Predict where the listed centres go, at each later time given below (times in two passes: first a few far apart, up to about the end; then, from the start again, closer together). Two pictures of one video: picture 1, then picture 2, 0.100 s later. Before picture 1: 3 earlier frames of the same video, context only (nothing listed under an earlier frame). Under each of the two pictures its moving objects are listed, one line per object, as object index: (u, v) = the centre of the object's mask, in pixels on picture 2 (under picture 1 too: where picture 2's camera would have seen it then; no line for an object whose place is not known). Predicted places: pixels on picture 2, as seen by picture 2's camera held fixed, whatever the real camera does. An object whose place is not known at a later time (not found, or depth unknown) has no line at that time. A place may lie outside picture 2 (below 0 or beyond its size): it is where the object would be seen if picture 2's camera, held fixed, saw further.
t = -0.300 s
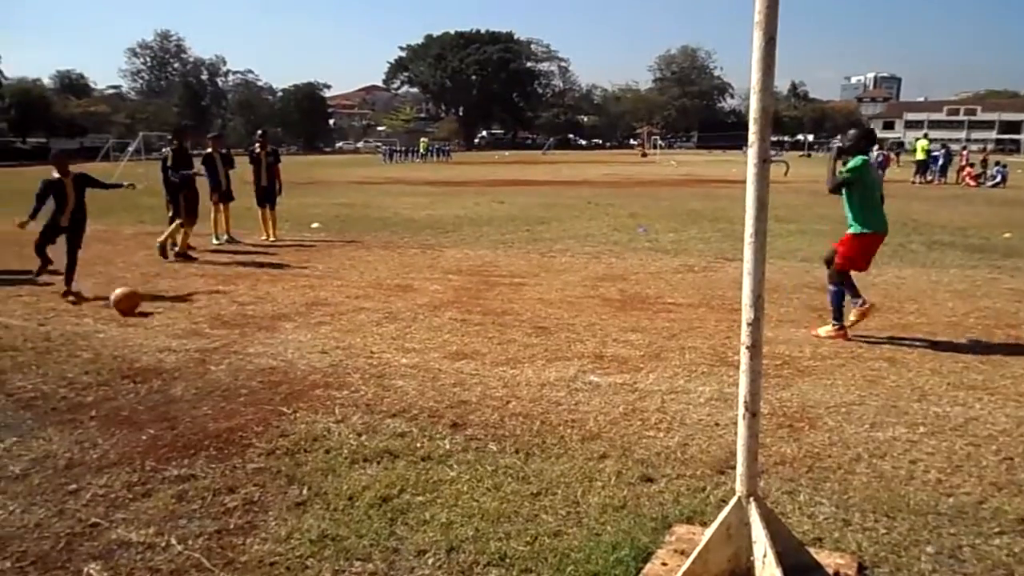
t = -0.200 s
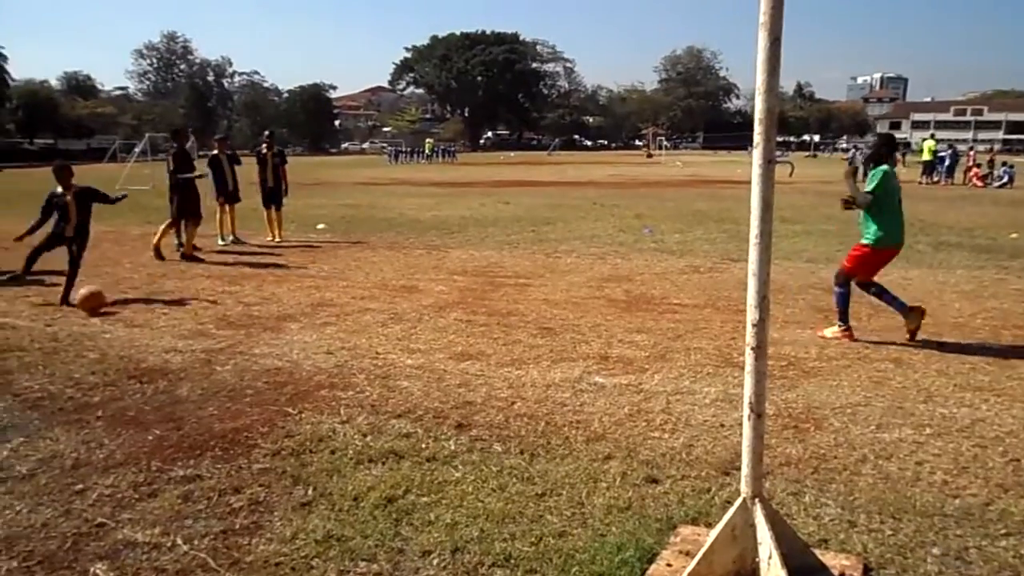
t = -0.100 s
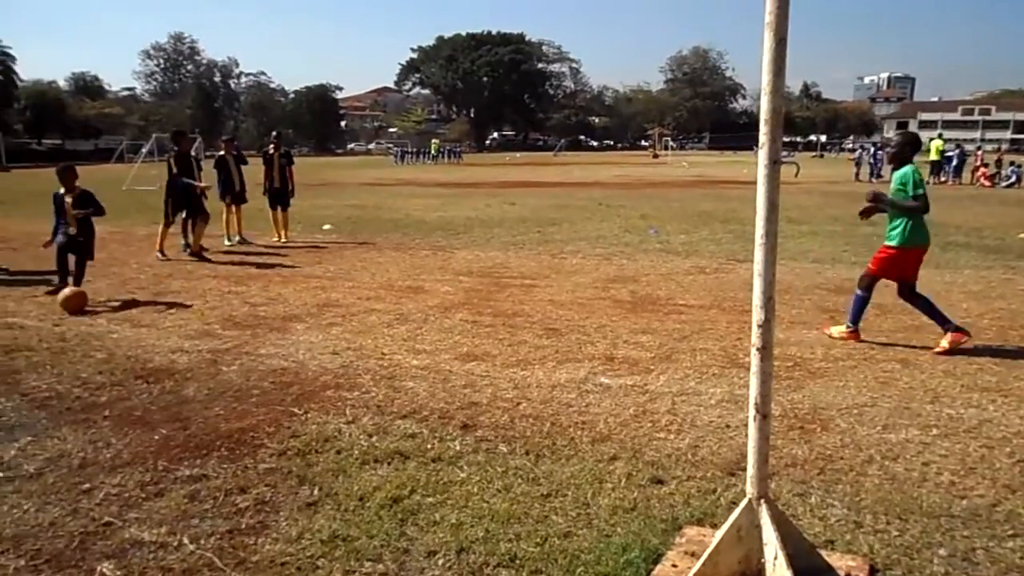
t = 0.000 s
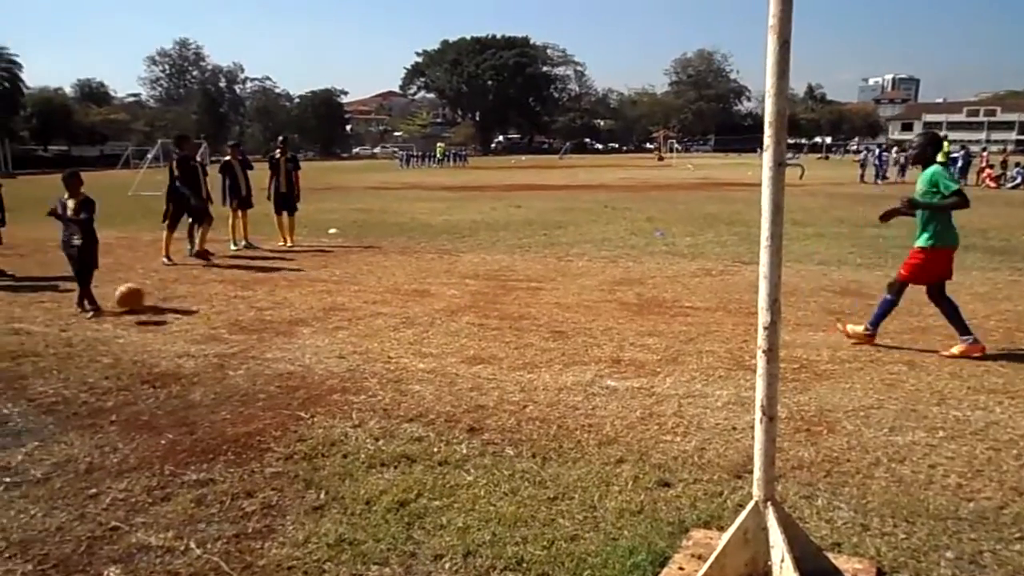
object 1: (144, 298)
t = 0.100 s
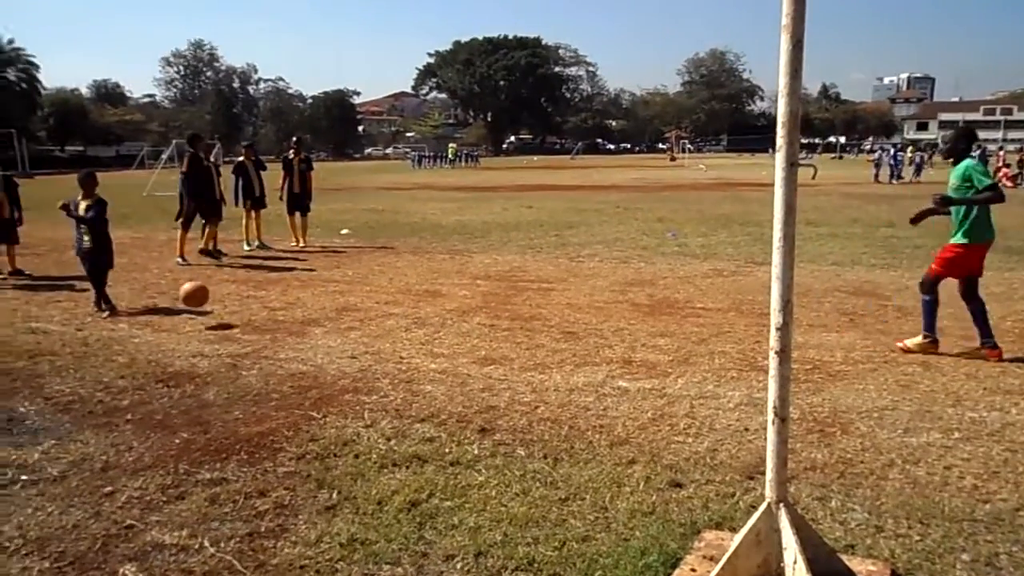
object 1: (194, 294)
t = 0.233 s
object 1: (265, 312)
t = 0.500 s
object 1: (407, 305)
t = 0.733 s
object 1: (548, 327)
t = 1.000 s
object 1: (727, 347)
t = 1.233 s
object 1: (904, 358)
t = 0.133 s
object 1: (211, 297)
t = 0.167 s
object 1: (227, 301)
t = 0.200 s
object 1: (246, 304)
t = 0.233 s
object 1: (265, 312)
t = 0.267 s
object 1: (283, 318)
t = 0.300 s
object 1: (299, 313)
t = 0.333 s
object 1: (315, 308)
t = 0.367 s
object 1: (333, 304)
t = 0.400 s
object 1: (351, 302)
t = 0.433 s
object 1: (369, 302)
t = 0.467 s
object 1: (388, 303)
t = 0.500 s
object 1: (407, 305)
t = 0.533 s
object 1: (426, 310)
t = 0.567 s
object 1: (447, 316)
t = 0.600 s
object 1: (466, 324)
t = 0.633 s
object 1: (486, 333)
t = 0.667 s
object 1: (507, 334)
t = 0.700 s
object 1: (528, 329)
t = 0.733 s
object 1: (548, 327)
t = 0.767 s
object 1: (569, 326)
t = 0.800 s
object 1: (590, 326)
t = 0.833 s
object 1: (612, 327)
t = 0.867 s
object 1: (635, 332)
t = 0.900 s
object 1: (657, 338)
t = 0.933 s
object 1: (678, 345)
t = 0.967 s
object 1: (702, 350)
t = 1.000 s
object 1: (727, 347)
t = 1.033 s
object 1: (750, 346)
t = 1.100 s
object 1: (803, 350)
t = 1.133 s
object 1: (825, 353)
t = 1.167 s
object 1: (852, 359)
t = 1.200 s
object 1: (877, 358)
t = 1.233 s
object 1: (904, 358)
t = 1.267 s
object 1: (931, 358)
